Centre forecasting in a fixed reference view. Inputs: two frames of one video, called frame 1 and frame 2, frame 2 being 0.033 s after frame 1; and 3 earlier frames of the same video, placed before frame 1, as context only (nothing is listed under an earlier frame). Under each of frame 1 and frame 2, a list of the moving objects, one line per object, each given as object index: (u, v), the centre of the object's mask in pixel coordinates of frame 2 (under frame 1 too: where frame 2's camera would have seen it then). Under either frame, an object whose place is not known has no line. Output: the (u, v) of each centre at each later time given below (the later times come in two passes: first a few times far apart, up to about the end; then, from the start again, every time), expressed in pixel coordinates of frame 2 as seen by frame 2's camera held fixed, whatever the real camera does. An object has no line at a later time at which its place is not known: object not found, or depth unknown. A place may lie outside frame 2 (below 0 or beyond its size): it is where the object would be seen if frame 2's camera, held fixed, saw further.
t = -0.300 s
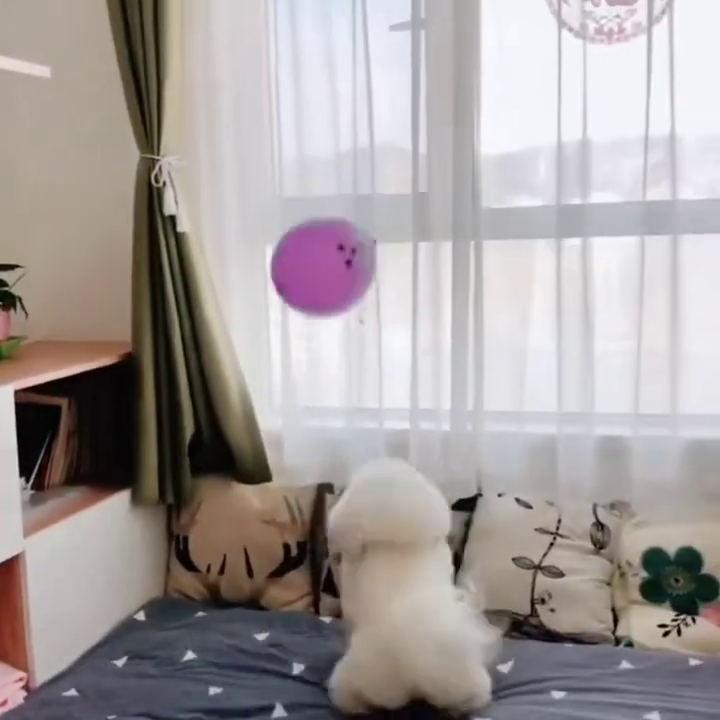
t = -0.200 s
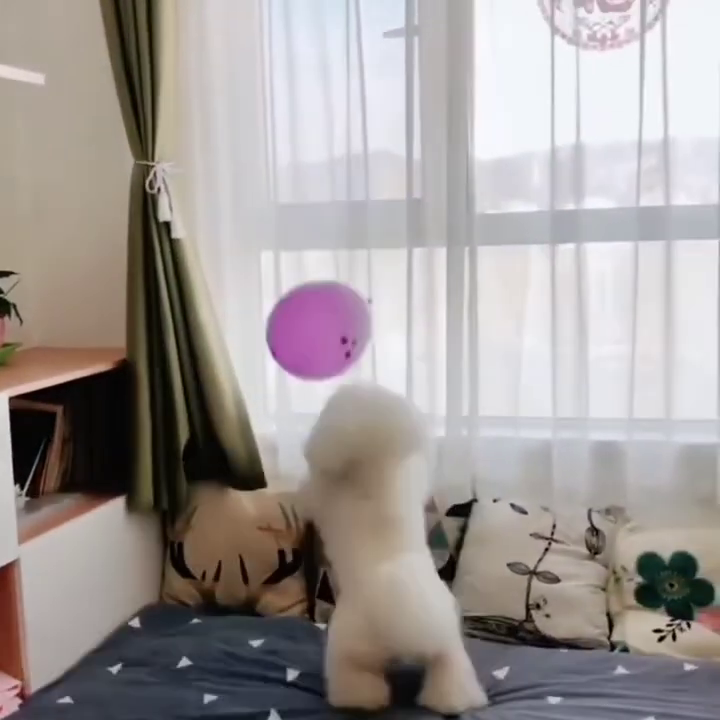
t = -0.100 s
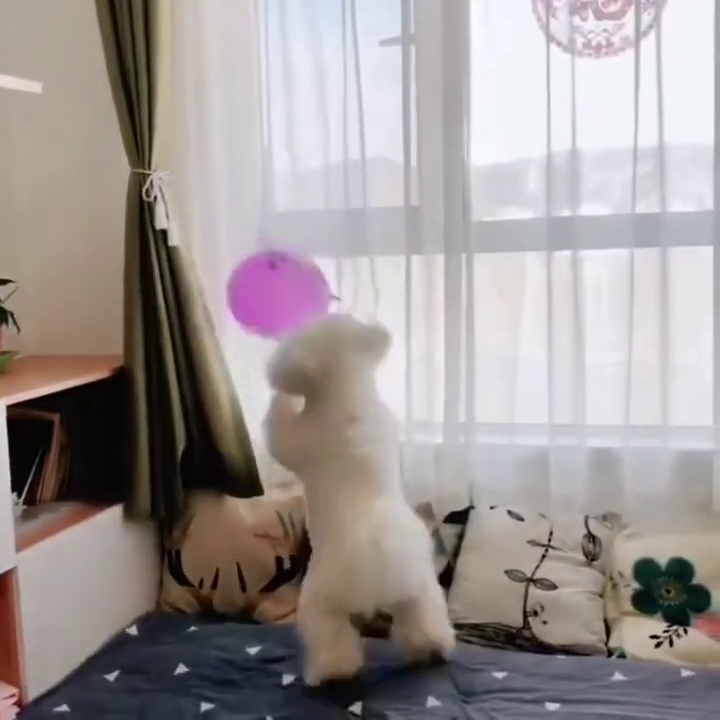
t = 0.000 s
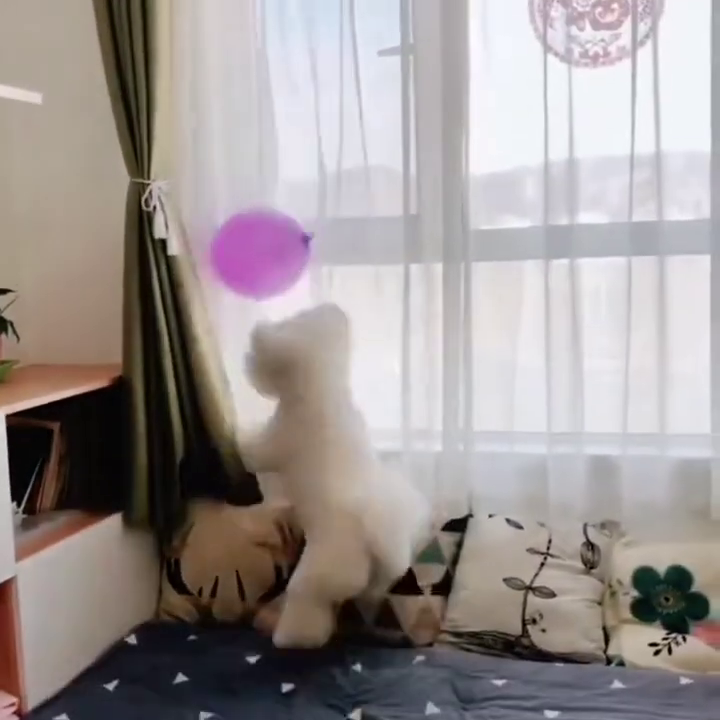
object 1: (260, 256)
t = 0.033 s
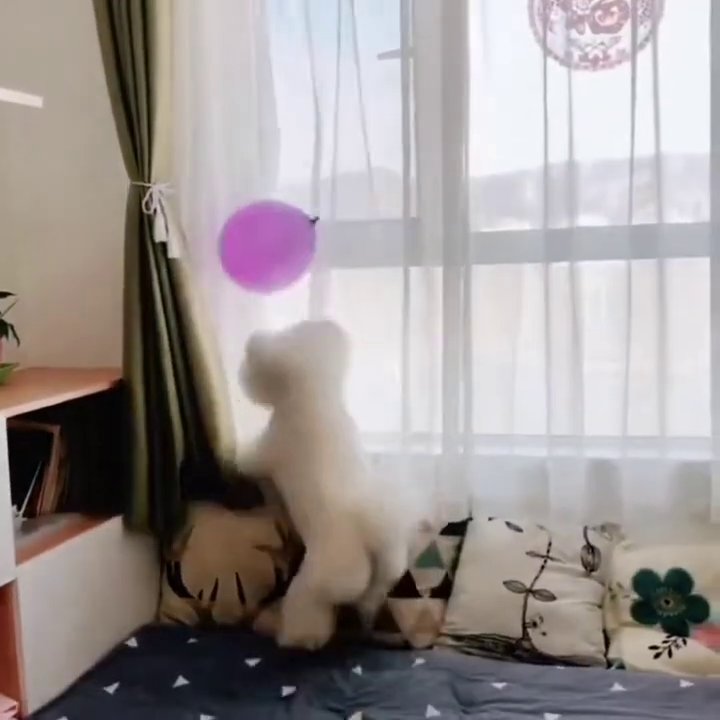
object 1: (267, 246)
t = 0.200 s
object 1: (265, 228)
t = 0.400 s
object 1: (236, 240)
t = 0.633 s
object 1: (201, 303)
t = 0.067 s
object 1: (272, 238)
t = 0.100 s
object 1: (274, 234)
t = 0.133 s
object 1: (274, 230)
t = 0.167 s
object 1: (271, 229)
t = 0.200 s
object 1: (265, 228)
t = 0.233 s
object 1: (258, 227)
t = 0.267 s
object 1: (253, 228)
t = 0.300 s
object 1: (248, 230)
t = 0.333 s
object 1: (245, 233)
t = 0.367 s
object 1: (240, 236)
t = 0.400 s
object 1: (236, 240)
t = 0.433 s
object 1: (231, 245)
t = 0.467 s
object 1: (226, 252)
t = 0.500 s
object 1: (220, 260)
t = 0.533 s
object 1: (215, 269)
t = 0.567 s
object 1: (211, 279)
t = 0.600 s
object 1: (206, 290)
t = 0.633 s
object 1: (201, 303)
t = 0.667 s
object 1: (198, 317)
